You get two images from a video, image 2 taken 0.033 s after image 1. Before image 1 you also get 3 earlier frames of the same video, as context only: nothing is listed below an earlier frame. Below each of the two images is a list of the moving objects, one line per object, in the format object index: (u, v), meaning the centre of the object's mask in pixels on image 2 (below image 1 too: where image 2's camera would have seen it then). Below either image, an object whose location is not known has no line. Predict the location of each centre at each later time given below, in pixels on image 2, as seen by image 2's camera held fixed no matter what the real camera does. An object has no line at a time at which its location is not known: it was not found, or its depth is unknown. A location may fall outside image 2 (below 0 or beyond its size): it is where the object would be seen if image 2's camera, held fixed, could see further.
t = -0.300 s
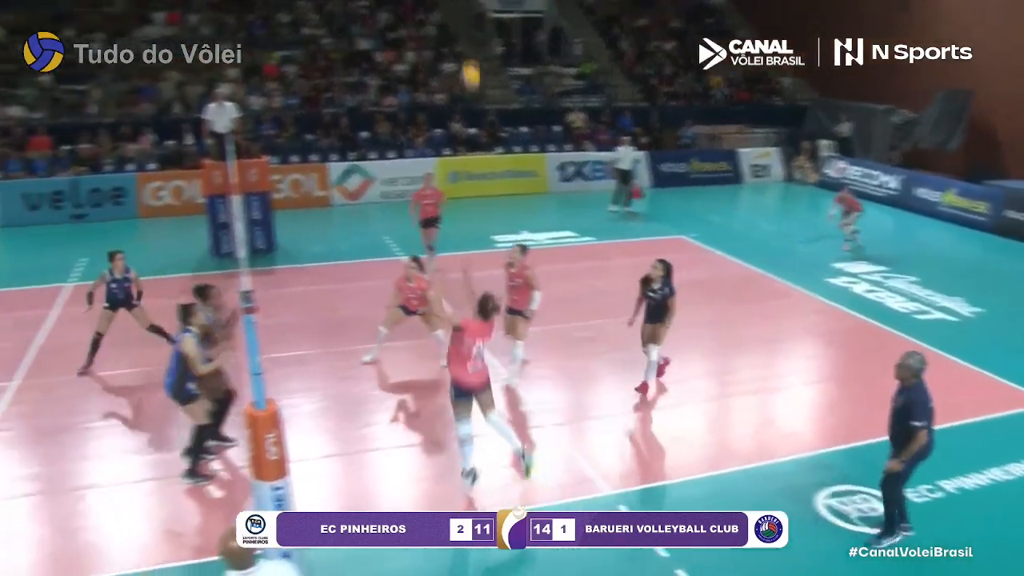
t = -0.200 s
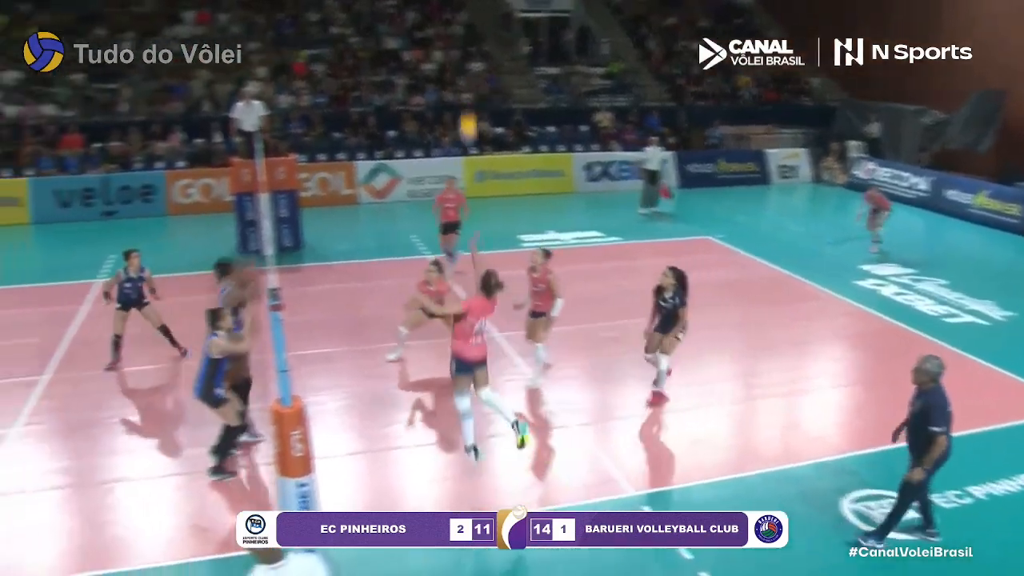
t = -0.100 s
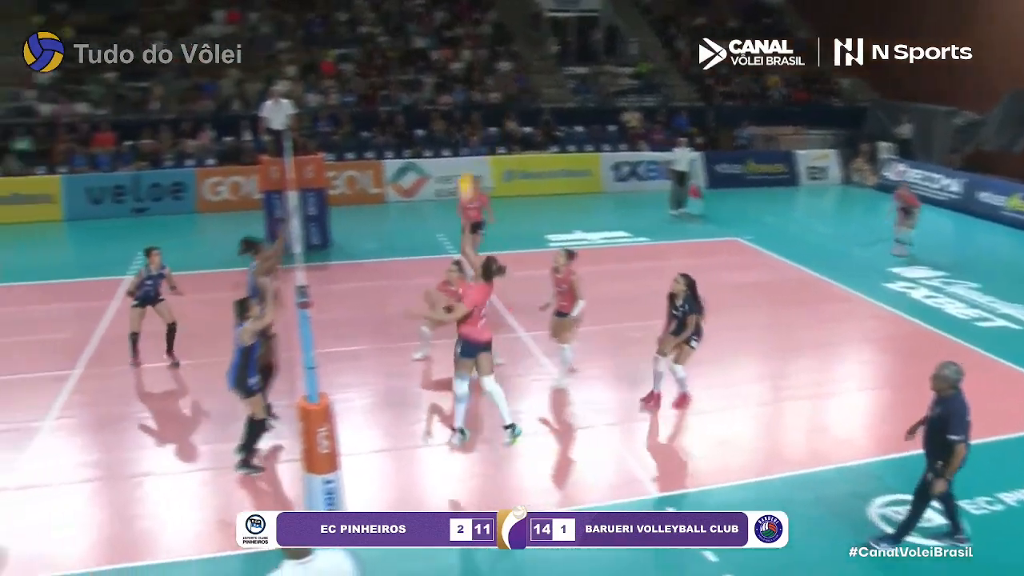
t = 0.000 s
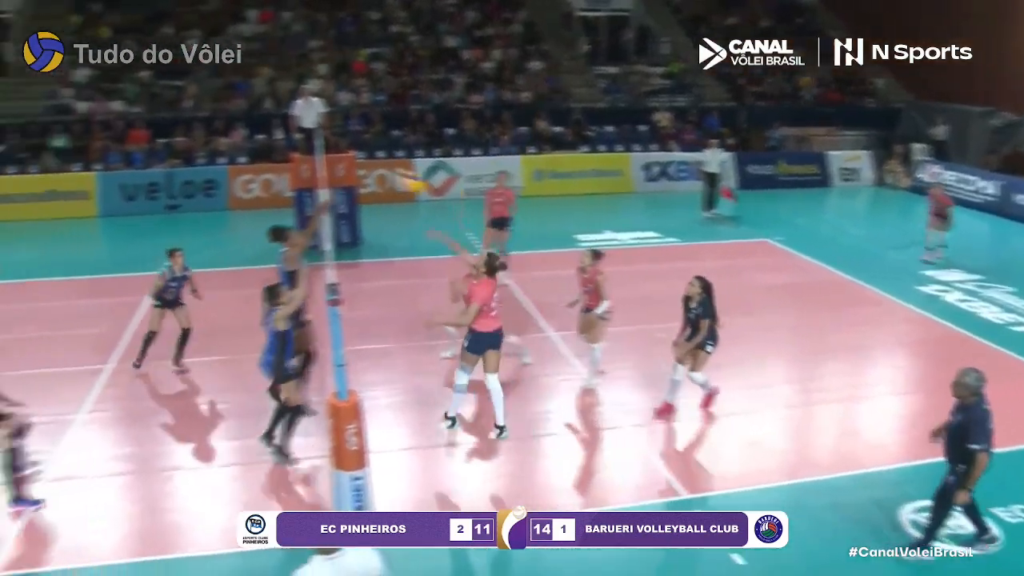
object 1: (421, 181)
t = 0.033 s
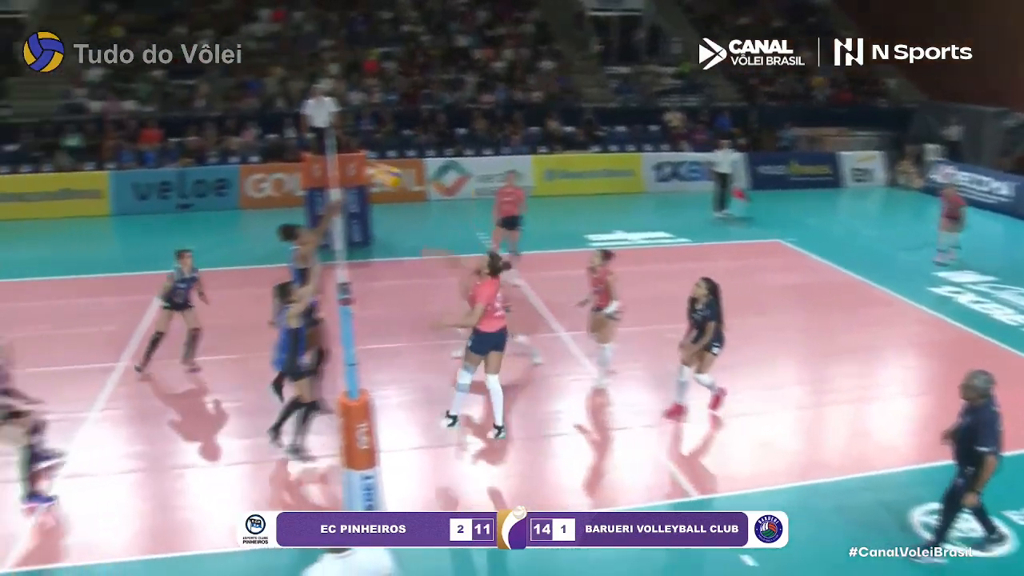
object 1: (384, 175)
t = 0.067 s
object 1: (349, 170)
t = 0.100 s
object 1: (309, 165)
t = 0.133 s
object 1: (274, 166)
